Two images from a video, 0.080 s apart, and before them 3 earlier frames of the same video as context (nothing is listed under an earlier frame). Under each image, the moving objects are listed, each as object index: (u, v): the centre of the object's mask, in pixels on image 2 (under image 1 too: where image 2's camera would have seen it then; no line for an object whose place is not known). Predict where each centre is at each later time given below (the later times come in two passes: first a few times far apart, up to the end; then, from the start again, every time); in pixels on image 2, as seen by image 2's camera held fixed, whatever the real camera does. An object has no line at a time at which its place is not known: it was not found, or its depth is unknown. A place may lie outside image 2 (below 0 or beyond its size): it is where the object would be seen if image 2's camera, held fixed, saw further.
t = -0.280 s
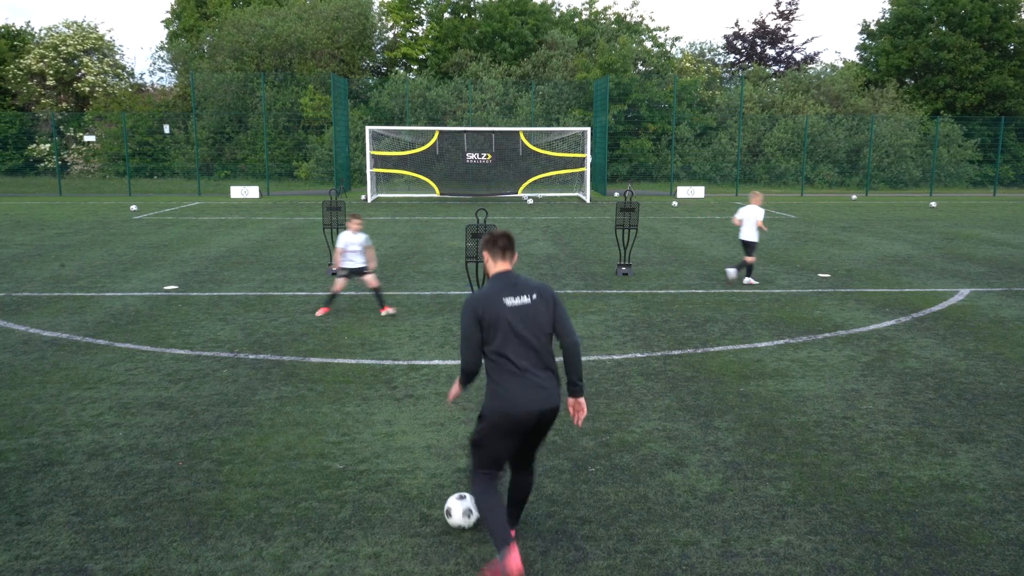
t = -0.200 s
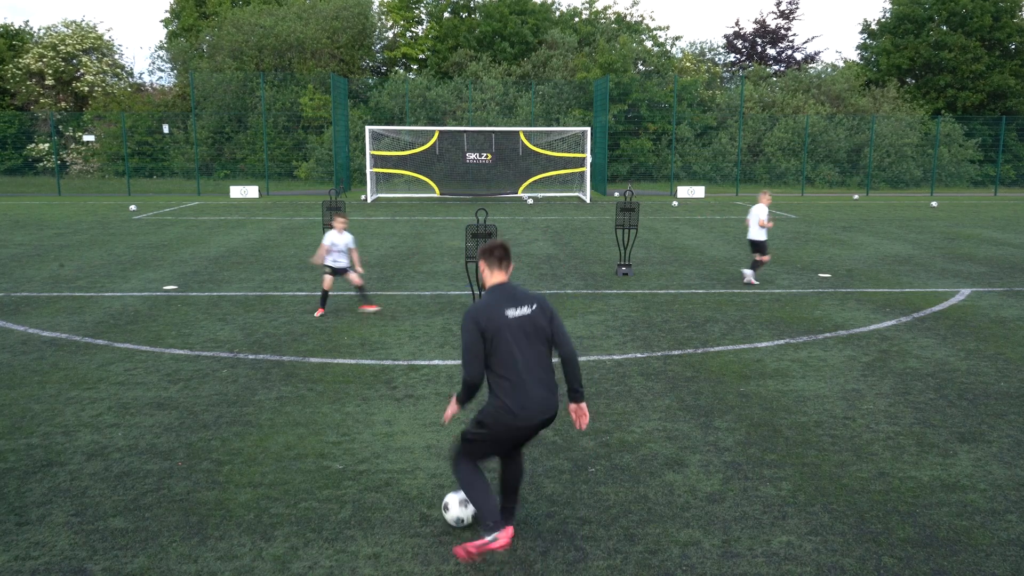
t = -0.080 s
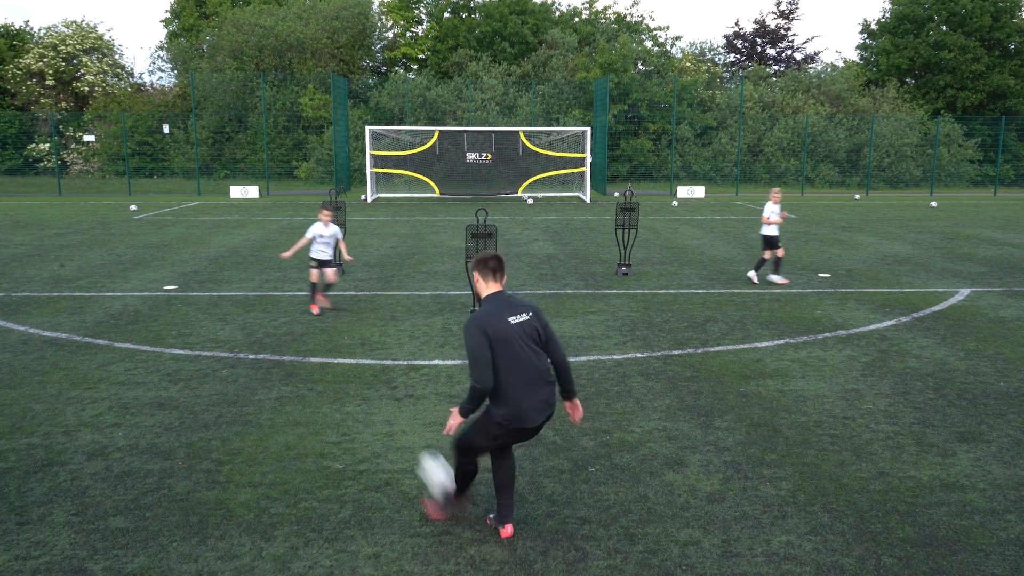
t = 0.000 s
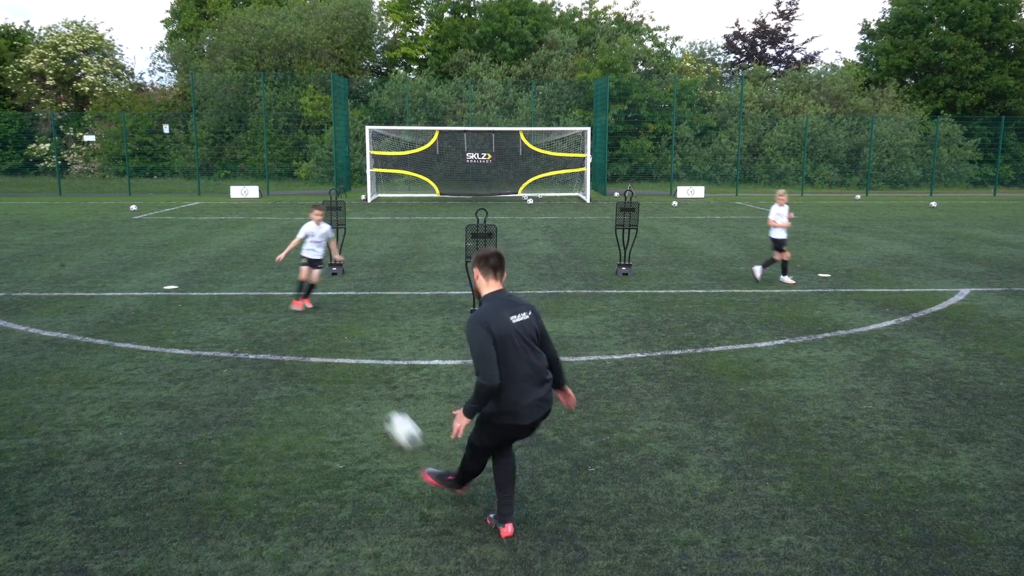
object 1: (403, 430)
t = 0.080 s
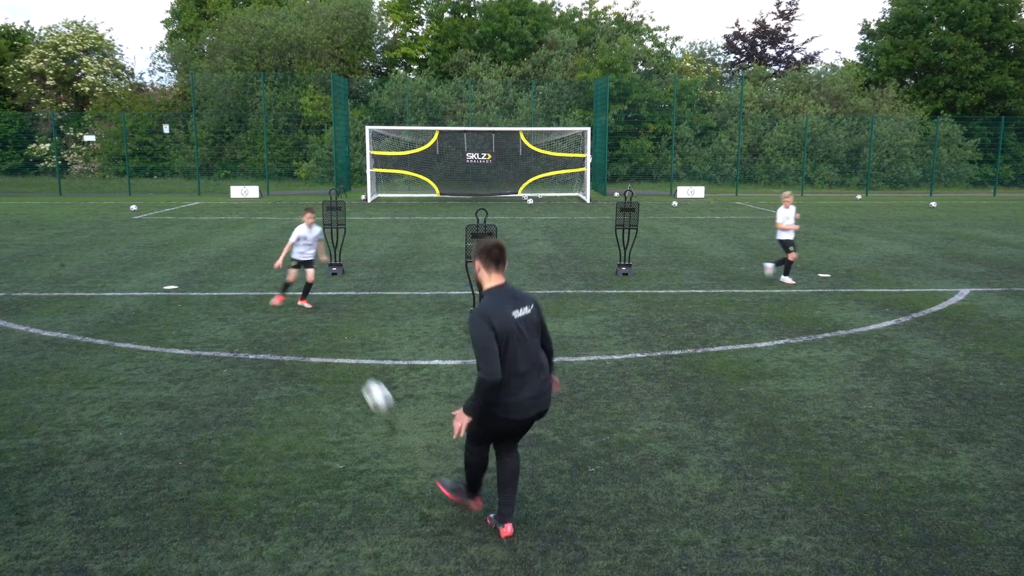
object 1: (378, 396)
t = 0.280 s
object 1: (337, 343)
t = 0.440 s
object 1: (319, 316)
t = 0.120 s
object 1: (368, 383)
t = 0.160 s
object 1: (358, 372)
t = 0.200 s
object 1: (350, 361)
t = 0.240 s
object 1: (343, 350)
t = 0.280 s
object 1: (337, 343)
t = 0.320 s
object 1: (331, 336)
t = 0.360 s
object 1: (327, 328)
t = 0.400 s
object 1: (322, 321)
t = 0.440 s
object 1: (319, 316)
